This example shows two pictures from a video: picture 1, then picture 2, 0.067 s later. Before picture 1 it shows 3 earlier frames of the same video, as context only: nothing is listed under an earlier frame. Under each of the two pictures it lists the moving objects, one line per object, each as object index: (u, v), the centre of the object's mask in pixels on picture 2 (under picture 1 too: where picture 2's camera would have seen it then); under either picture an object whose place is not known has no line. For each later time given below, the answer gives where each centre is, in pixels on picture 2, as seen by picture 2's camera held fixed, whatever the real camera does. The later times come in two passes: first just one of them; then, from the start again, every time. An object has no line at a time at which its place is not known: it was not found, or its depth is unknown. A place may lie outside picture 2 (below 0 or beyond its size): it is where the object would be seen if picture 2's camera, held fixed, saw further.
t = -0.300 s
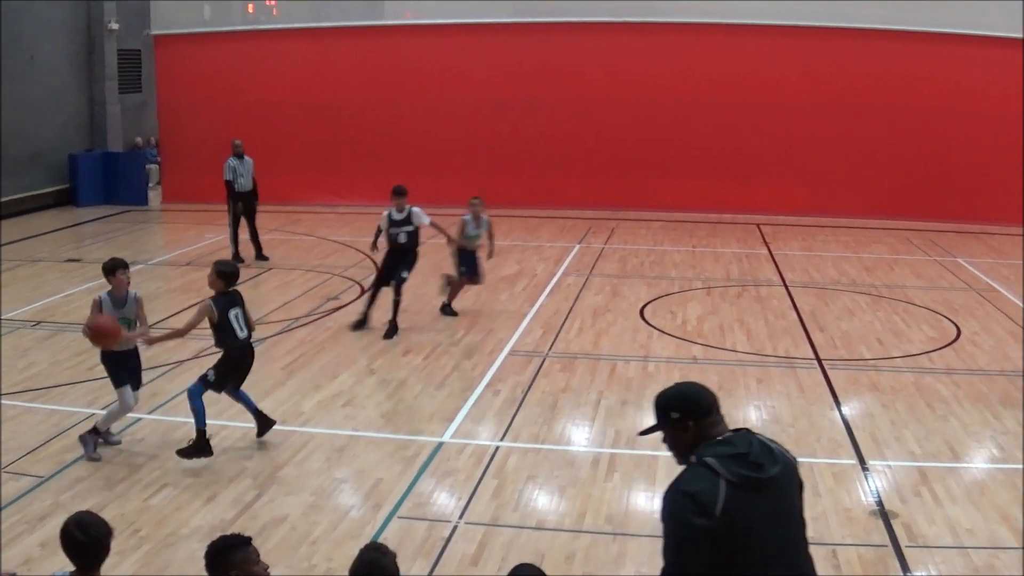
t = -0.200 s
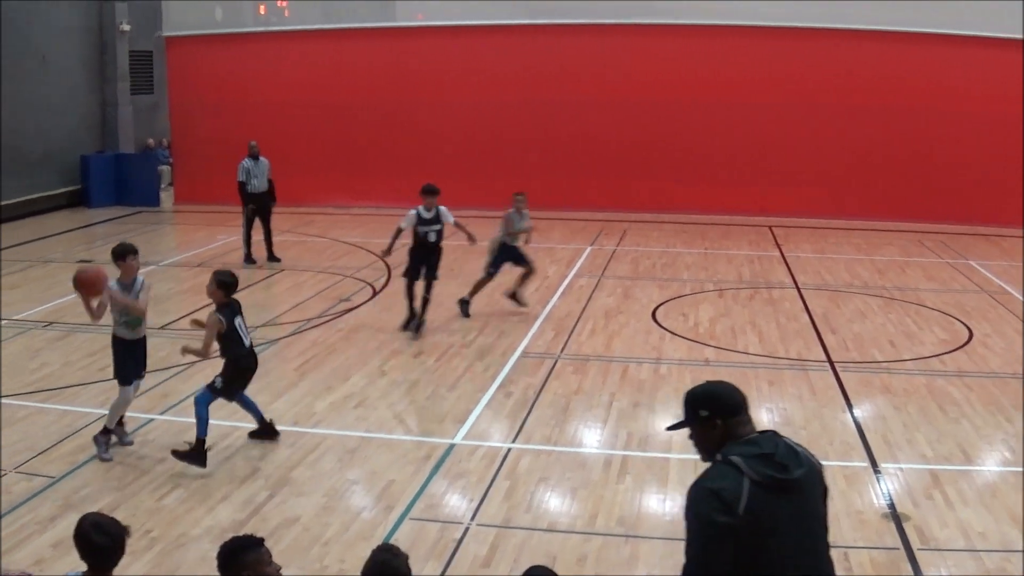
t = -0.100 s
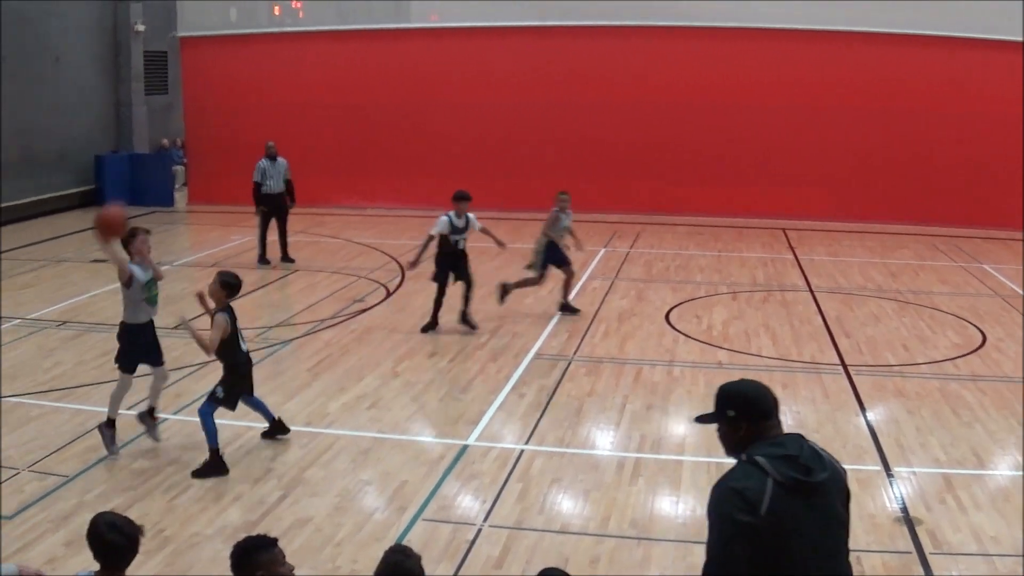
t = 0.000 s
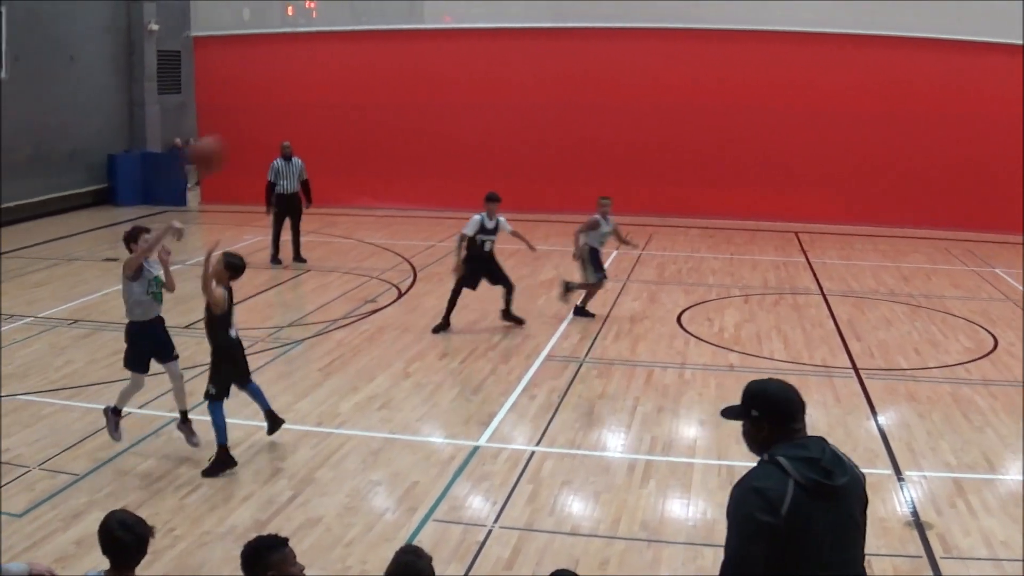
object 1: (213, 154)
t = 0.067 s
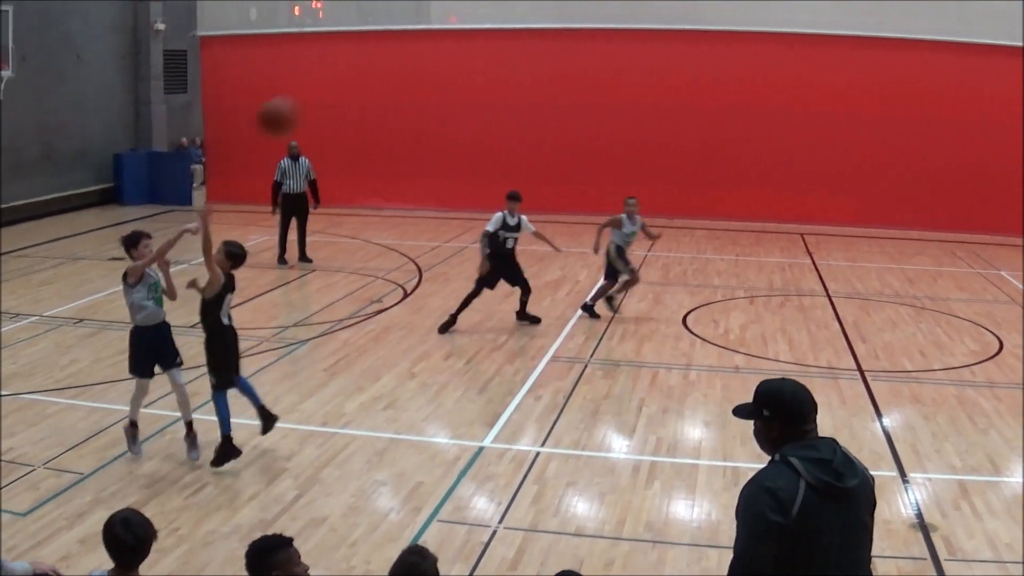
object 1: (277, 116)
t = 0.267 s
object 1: (506, 44)
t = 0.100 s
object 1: (313, 100)
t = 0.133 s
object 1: (350, 86)
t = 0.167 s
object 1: (389, 73)
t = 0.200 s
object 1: (428, 60)
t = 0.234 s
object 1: (466, 51)
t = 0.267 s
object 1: (506, 44)
